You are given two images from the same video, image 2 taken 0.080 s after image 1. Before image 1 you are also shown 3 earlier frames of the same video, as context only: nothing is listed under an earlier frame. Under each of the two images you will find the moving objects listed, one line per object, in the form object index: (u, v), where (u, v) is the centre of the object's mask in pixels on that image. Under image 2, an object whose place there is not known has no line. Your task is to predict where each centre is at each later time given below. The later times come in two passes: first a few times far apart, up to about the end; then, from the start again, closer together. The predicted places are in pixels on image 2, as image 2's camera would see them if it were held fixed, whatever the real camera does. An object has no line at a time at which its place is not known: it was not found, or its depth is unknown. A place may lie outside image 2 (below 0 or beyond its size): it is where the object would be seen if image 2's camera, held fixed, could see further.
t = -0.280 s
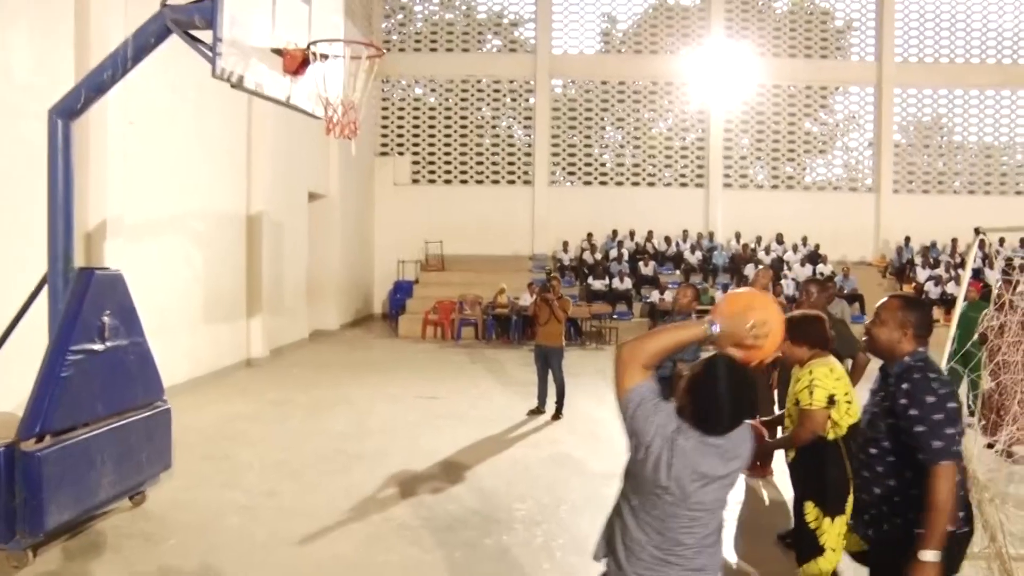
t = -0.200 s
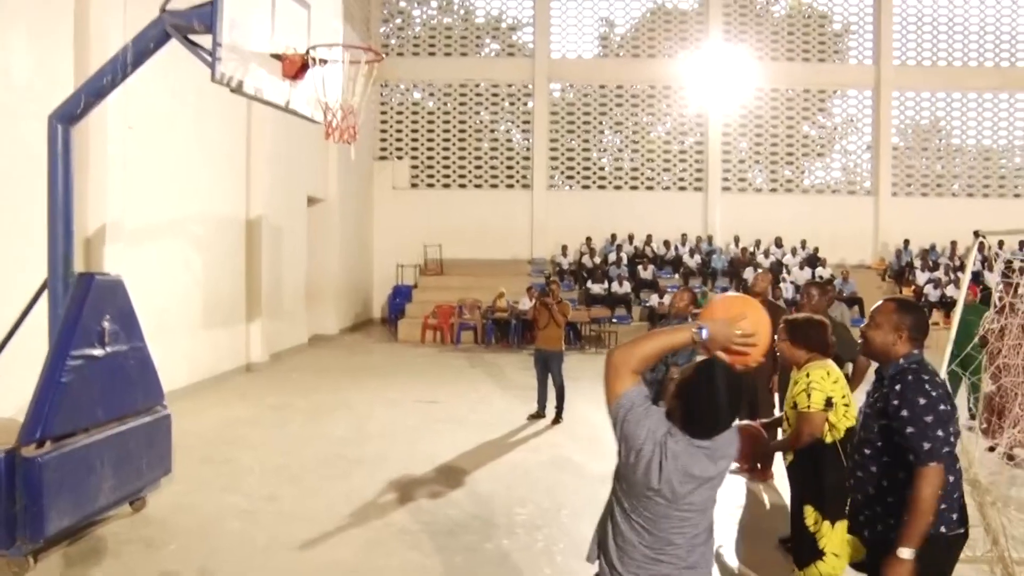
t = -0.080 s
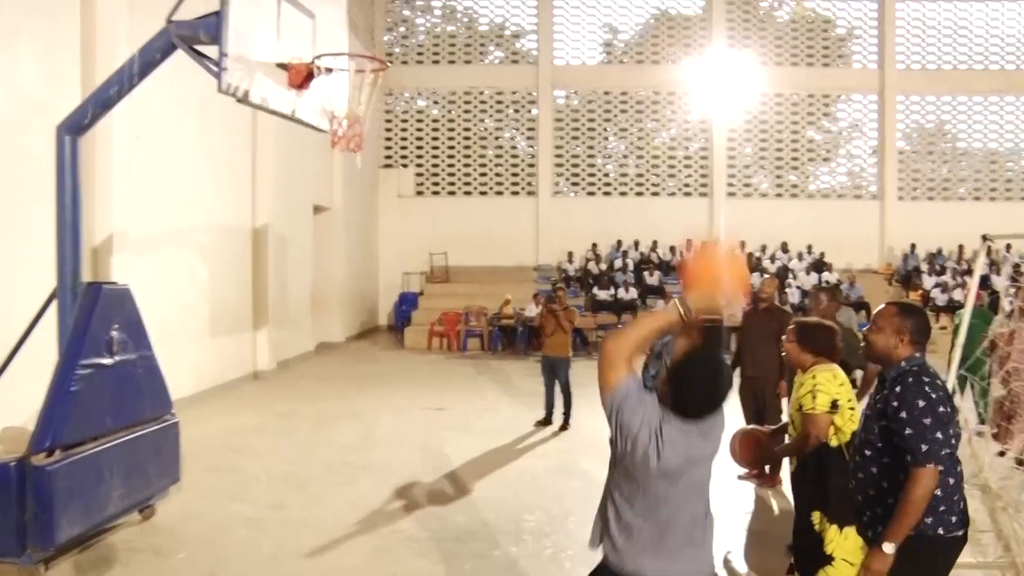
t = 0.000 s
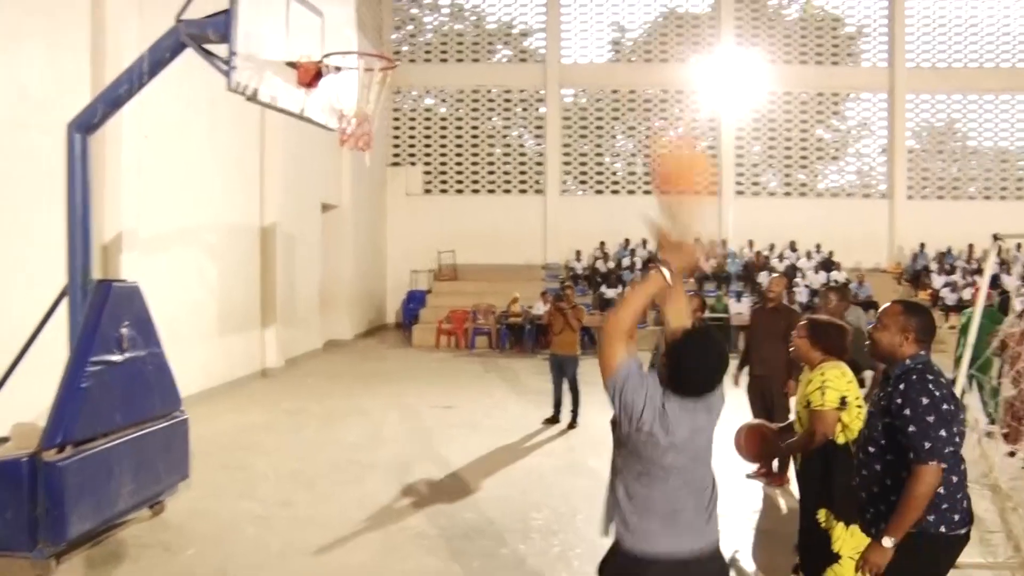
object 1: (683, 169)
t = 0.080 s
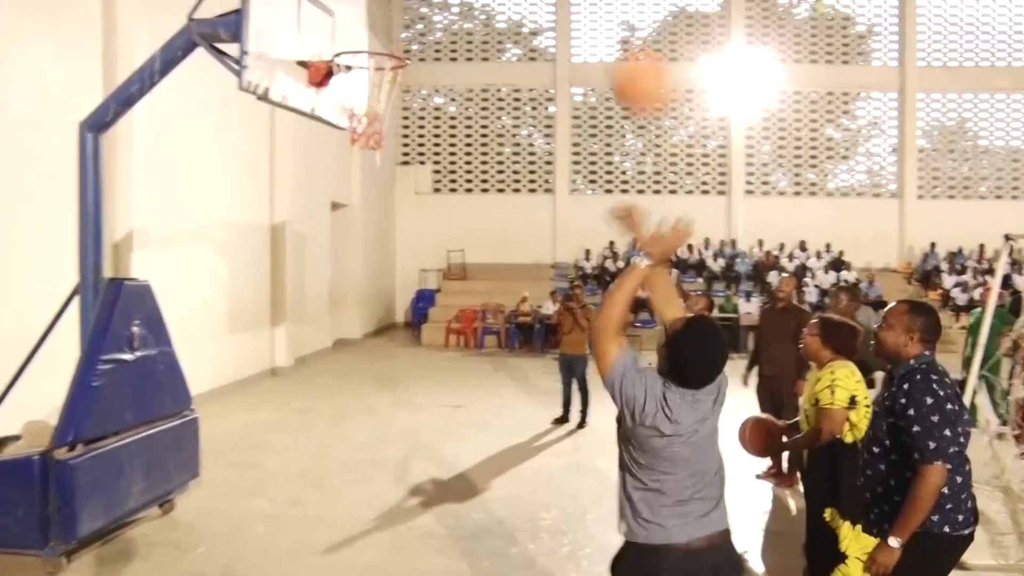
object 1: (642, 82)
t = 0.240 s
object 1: (556, -1)
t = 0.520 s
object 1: (460, -11)
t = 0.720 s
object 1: (405, 42)
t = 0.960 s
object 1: (360, 43)
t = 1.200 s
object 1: (365, 69)
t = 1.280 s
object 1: (372, 89)
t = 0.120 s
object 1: (620, 52)
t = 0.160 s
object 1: (598, 22)
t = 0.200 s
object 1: (574, 8)
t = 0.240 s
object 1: (556, -1)
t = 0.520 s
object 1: (460, -11)
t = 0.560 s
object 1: (447, -7)
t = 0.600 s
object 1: (436, -1)
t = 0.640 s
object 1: (426, 8)
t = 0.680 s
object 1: (415, 26)
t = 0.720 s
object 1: (405, 42)
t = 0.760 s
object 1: (397, 41)
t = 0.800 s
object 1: (391, 40)
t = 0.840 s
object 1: (383, 37)
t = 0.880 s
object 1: (377, 37)
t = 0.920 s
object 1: (369, 39)
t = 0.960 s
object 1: (360, 43)
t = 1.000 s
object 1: (353, 52)
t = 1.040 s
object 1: (355, 56)
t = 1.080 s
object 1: (359, 58)
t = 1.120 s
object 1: (362, 61)
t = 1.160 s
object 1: (363, 65)
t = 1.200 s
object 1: (365, 69)
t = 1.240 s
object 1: (371, 79)
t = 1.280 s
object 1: (372, 89)
